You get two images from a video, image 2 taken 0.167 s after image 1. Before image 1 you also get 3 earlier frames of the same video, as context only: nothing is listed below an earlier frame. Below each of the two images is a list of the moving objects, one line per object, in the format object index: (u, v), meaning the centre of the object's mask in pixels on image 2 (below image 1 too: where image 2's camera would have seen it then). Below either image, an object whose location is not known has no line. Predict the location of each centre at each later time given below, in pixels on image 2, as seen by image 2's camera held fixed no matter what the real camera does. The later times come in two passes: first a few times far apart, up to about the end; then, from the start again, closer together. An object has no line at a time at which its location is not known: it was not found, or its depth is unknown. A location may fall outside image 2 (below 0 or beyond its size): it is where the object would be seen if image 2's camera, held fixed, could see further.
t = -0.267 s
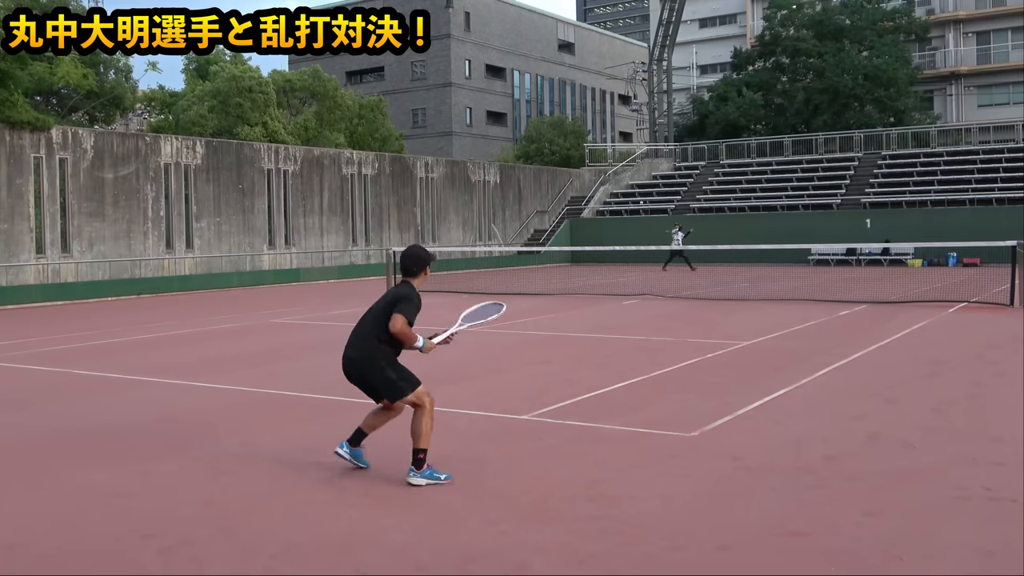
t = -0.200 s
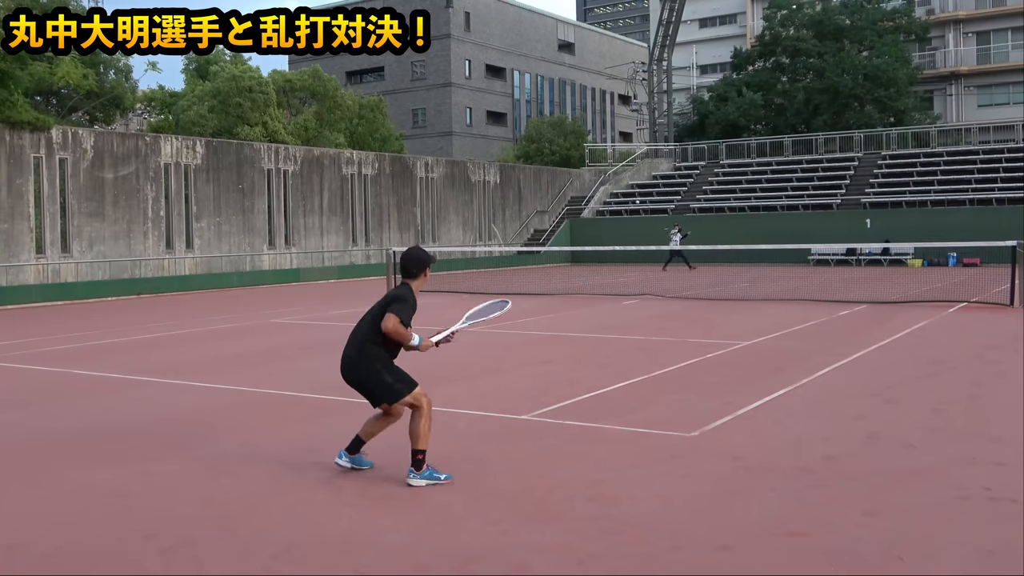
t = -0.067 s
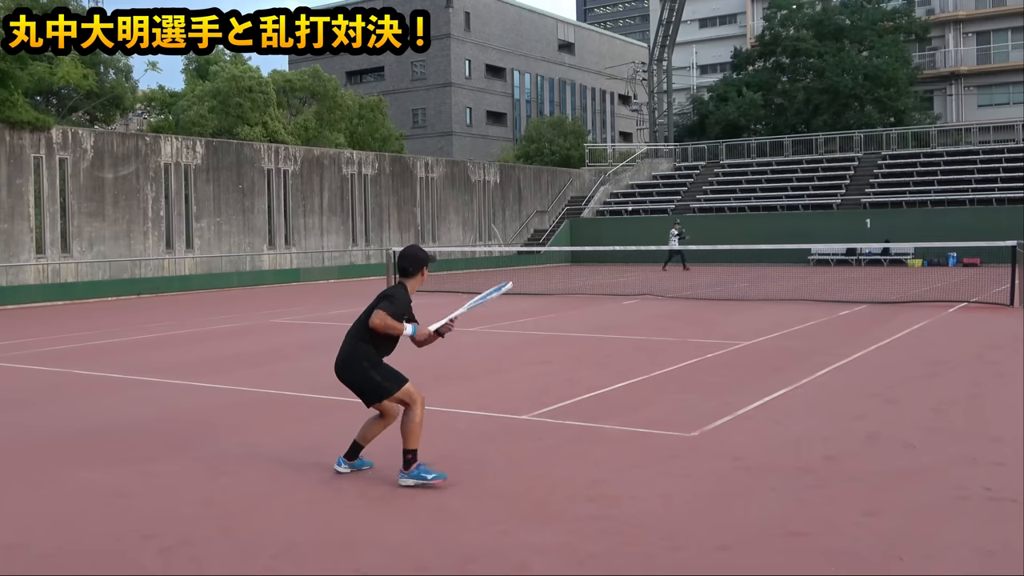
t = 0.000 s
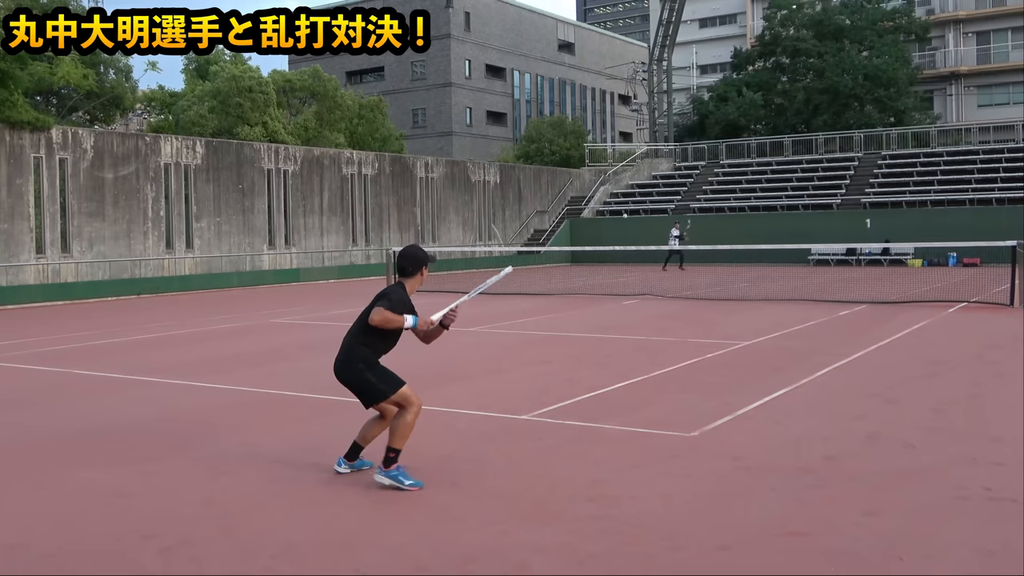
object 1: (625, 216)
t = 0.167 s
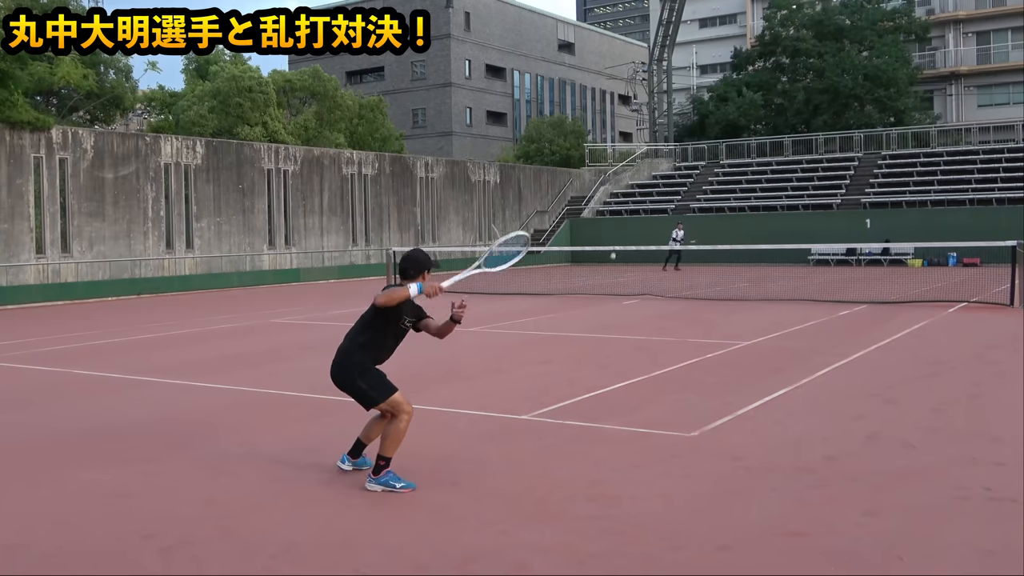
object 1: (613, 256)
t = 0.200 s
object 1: (611, 268)
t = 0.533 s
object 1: (582, 341)
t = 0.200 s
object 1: (611, 268)
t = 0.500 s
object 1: (585, 347)
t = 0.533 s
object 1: (582, 341)
